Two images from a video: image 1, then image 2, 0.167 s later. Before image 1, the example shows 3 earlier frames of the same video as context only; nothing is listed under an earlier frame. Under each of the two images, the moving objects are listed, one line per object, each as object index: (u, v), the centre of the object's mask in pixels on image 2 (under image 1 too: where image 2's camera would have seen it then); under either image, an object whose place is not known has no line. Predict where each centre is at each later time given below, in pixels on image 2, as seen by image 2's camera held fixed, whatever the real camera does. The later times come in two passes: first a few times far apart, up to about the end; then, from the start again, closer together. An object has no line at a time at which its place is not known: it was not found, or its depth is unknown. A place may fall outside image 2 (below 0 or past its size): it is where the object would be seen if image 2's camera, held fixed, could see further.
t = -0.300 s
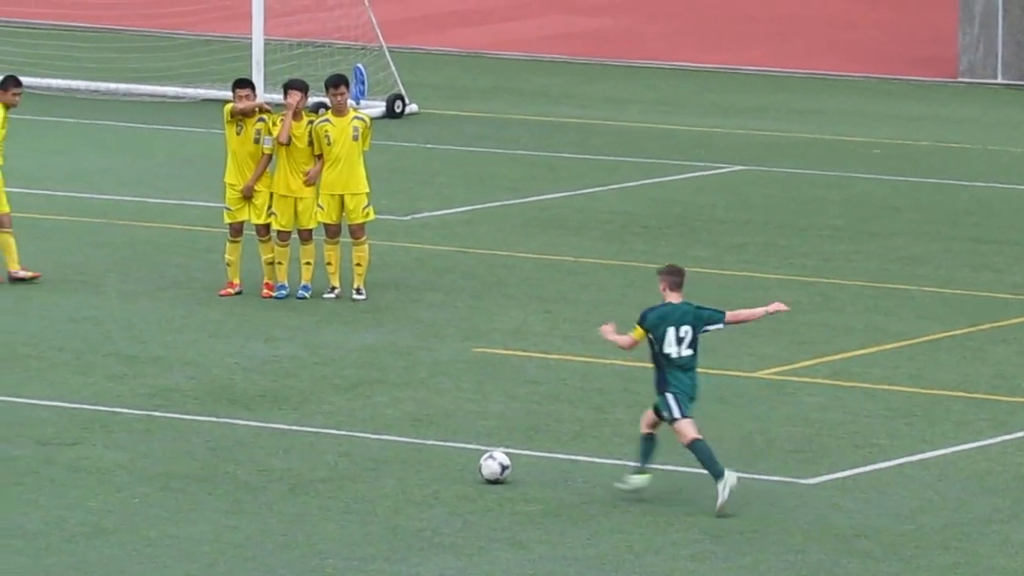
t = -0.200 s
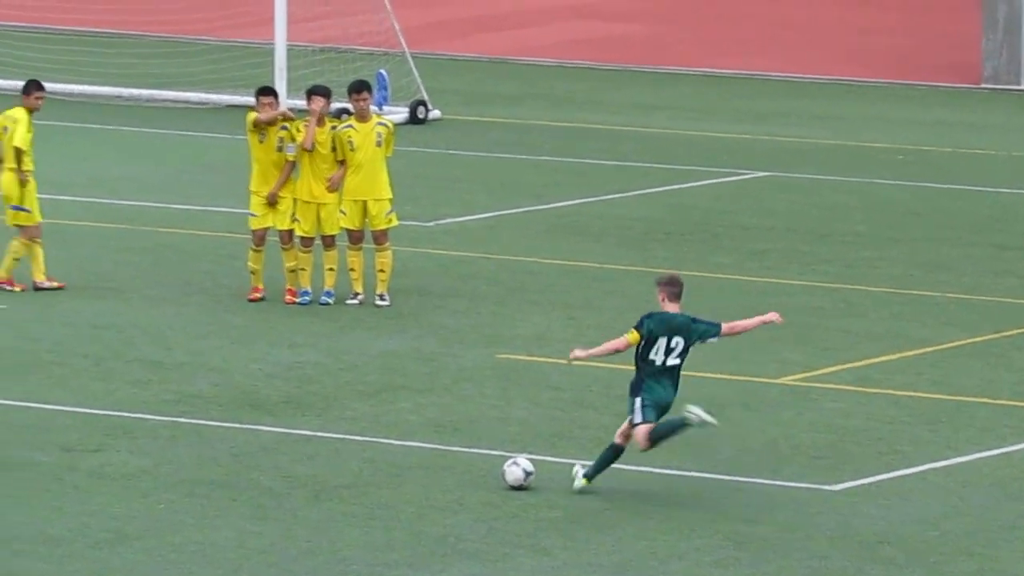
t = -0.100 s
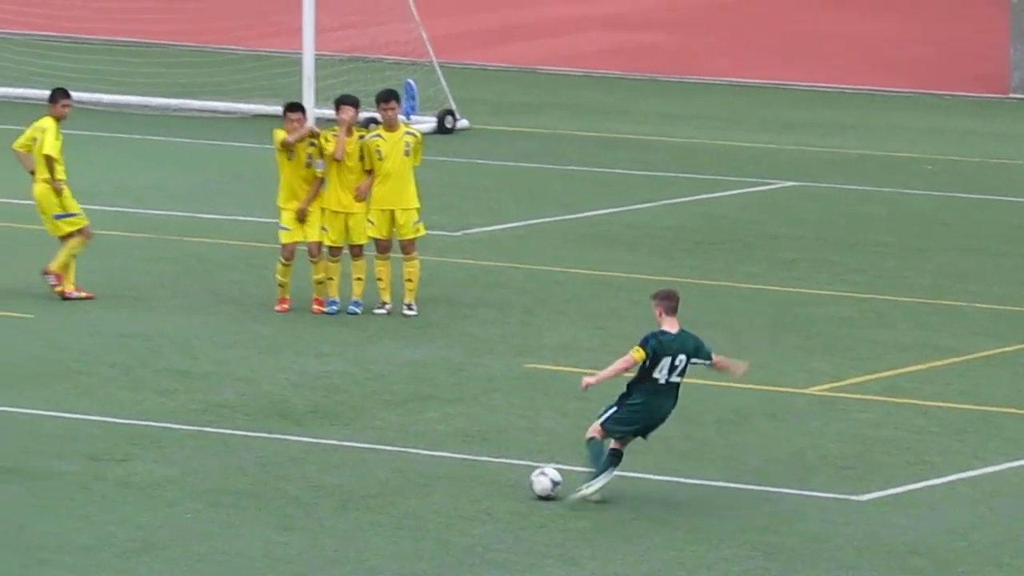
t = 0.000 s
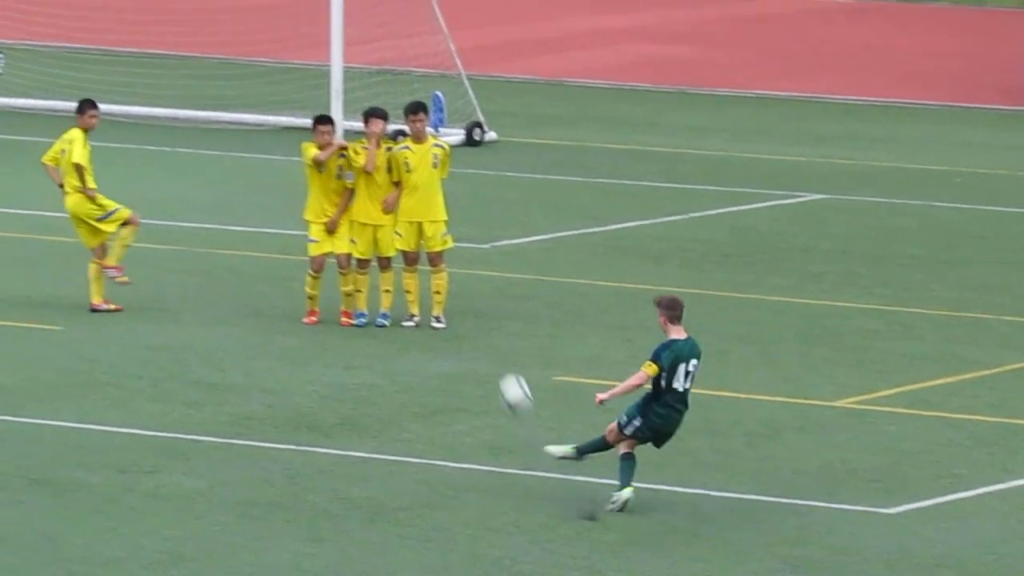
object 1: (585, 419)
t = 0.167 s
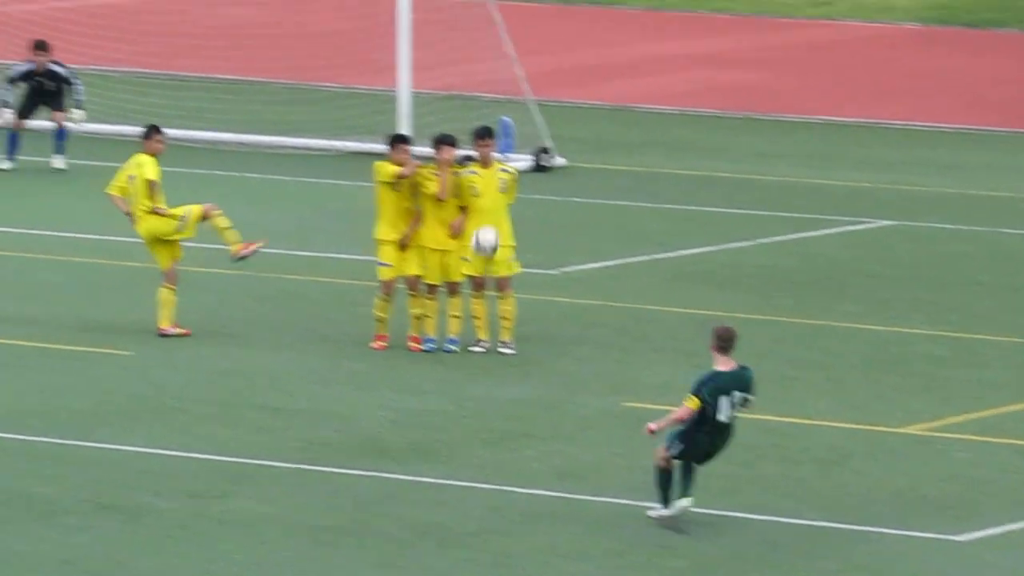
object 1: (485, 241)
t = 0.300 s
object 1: (435, 141)
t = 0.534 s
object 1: (390, 38)
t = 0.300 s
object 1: (435, 141)
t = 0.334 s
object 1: (423, 122)
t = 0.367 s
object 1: (419, 104)
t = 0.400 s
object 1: (412, 87)
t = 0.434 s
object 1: (404, 73)
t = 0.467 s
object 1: (398, 60)
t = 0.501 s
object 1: (393, 48)
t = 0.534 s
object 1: (390, 38)
